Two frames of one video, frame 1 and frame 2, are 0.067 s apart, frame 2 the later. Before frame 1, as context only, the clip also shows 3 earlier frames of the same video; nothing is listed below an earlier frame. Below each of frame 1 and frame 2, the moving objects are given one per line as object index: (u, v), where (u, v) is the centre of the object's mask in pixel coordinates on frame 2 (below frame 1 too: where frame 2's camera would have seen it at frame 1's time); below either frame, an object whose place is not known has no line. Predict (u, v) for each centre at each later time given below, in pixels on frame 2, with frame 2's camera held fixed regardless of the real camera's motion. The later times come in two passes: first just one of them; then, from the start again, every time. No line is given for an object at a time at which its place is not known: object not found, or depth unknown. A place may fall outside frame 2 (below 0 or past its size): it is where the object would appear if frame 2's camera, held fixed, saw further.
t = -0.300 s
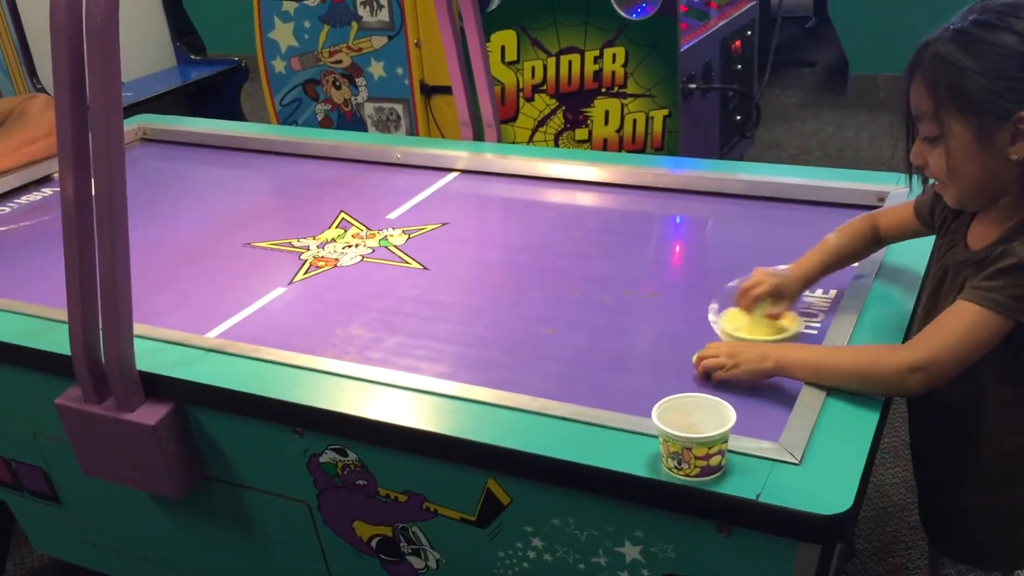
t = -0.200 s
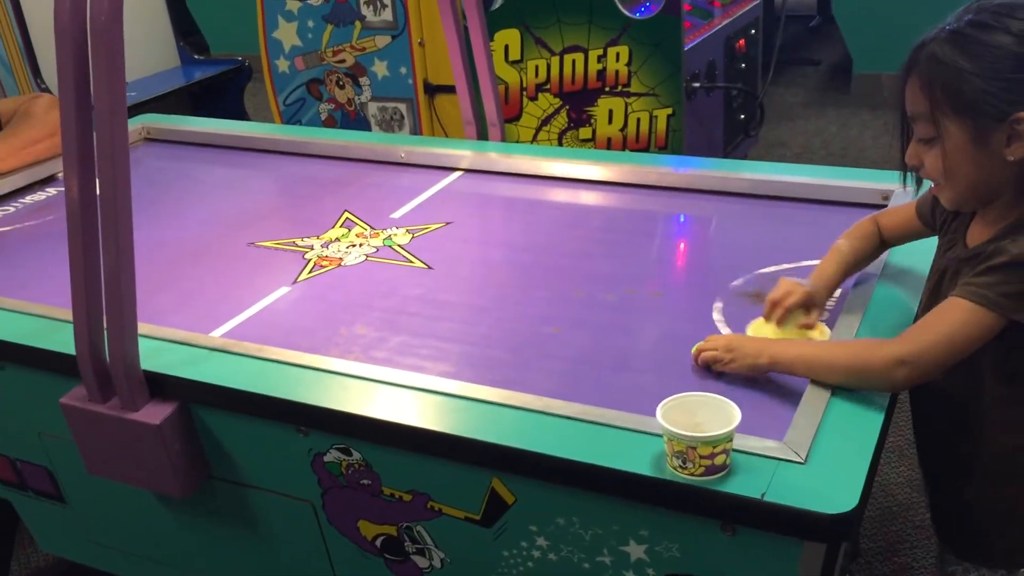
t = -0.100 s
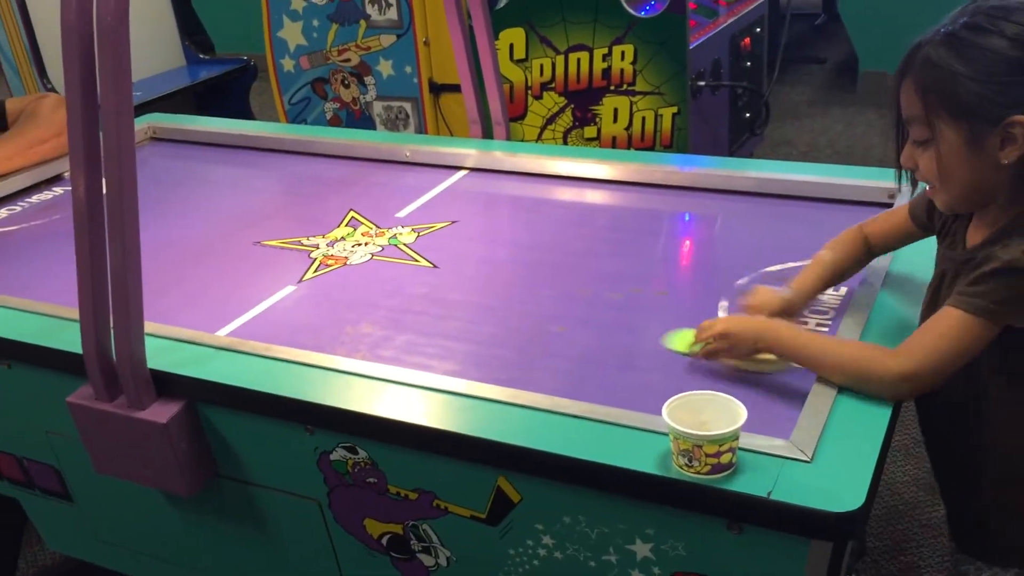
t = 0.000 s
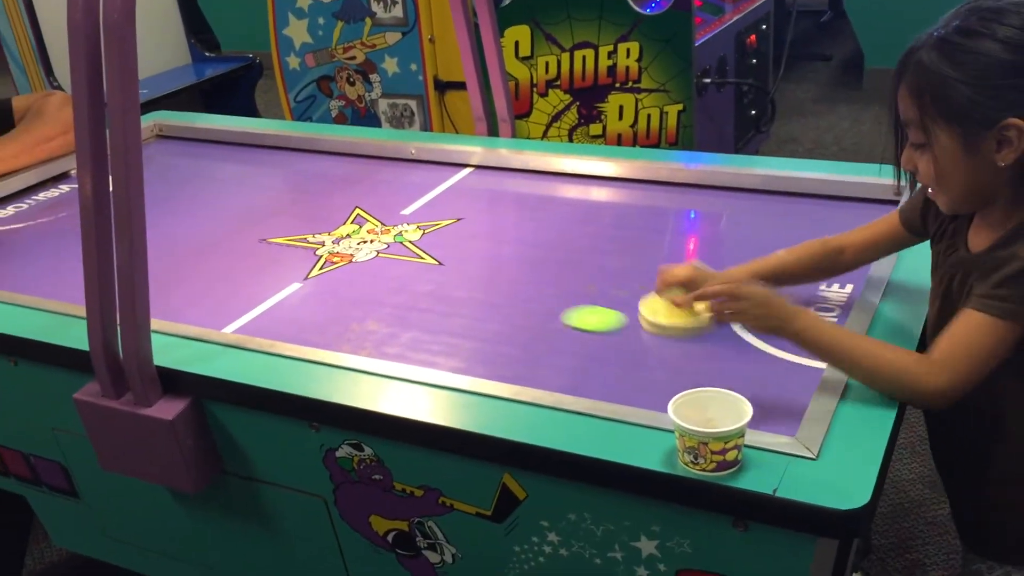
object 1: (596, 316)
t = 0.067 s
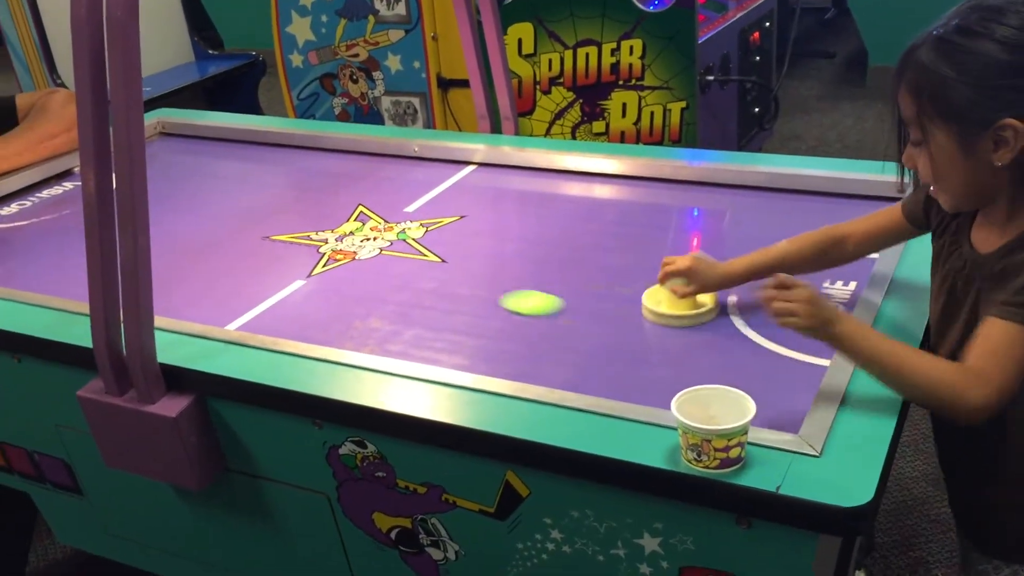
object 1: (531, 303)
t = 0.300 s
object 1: (338, 264)
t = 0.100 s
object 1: (500, 297)
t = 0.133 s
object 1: (471, 291)
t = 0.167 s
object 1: (442, 285)
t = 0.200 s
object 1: (415, 280)
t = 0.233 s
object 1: (388, 274)
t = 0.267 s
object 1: (363, 269)
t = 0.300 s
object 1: (338, 264)
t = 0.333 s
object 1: (315, 259)
